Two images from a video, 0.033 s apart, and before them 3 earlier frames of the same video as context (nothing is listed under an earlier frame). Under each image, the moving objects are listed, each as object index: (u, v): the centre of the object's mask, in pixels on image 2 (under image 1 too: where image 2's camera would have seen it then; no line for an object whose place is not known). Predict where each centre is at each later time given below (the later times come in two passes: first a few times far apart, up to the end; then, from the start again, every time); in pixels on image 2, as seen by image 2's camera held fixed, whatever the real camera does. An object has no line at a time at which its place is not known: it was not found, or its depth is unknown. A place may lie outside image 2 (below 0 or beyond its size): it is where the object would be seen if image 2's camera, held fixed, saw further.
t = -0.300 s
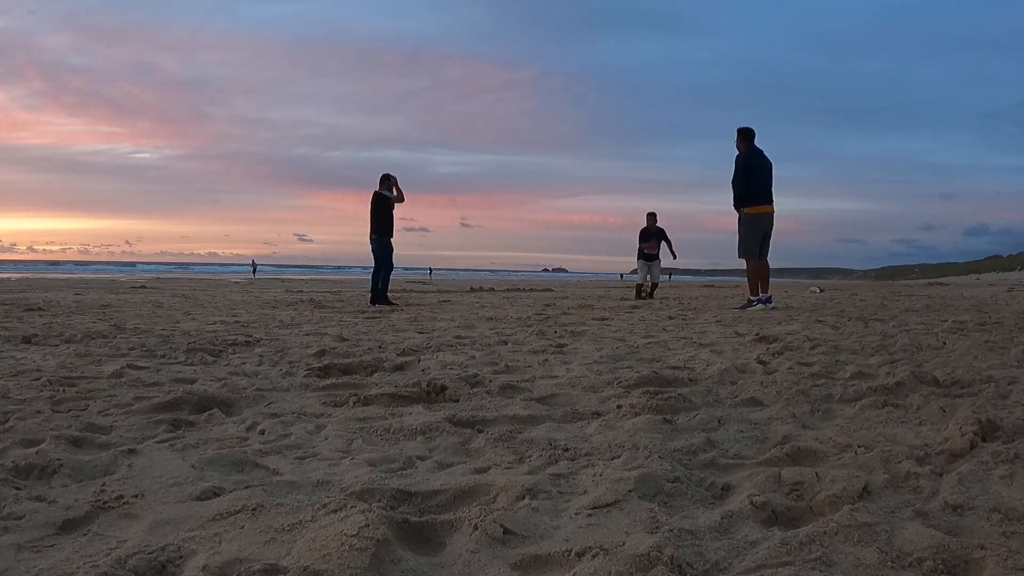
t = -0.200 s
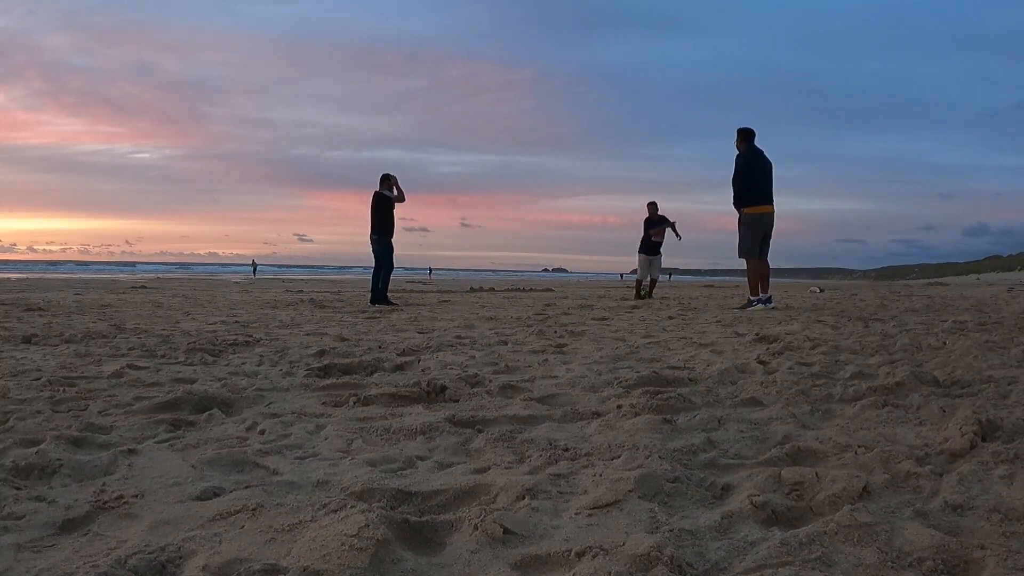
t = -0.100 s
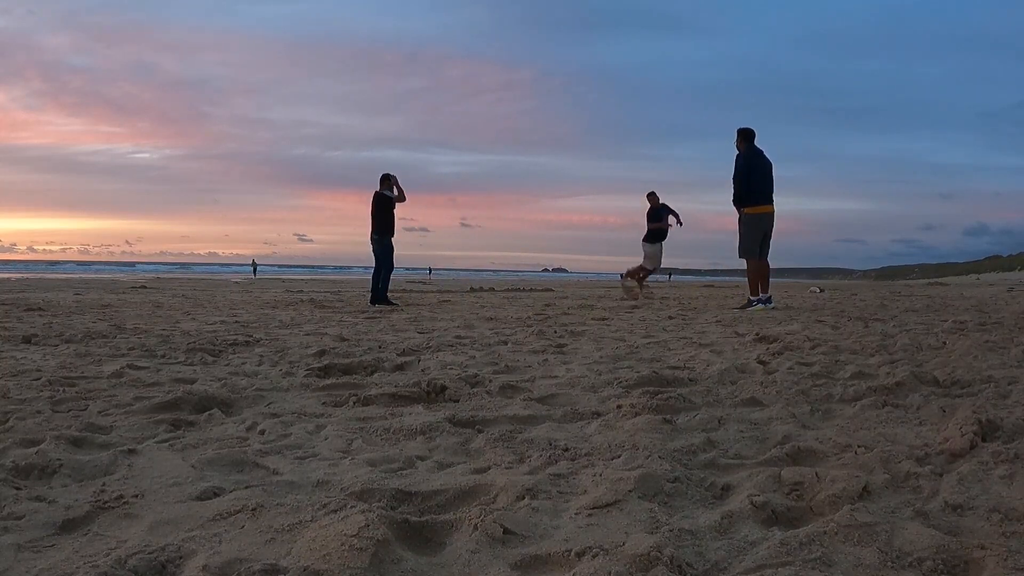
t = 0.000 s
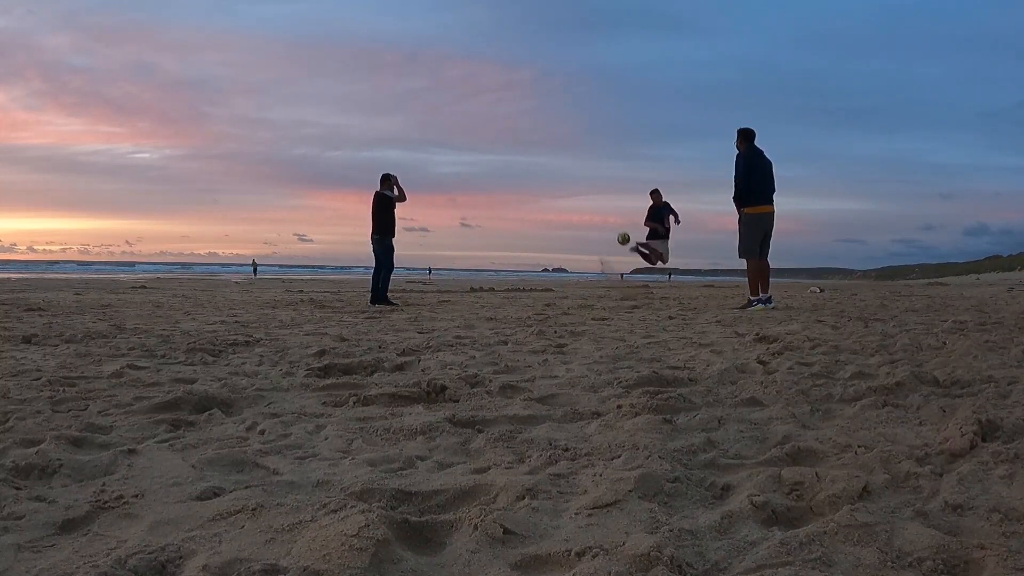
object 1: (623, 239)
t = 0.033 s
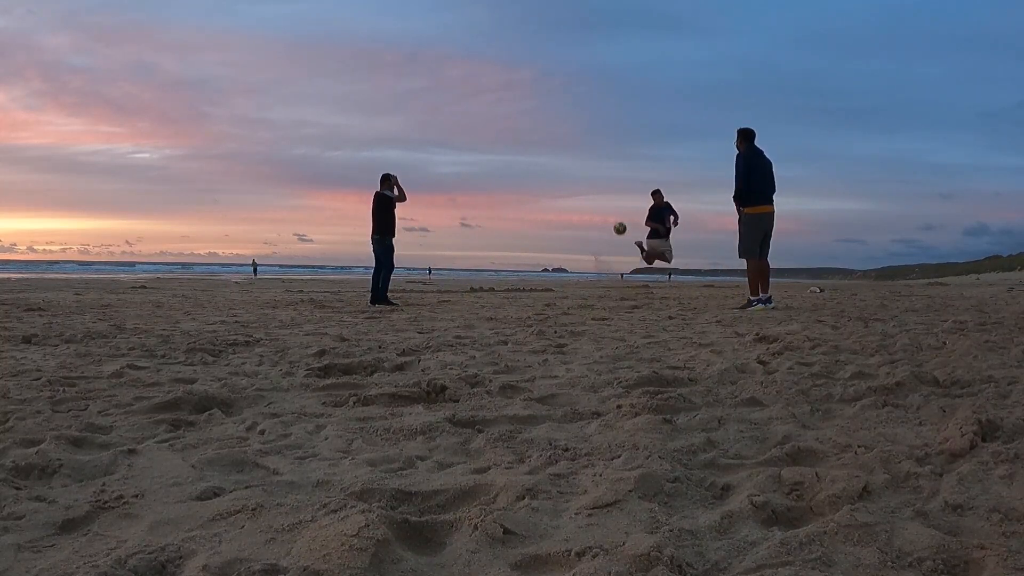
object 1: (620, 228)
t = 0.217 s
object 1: (599, 183)
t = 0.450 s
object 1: (571, 152)
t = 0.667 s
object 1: (545, 153)
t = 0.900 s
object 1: (515, 188)
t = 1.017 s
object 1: (499, 221)
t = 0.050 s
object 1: (618, 223)
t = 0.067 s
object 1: (616, 219)
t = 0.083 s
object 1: (614, 214)
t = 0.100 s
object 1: (612, 209)
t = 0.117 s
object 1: (610, 205)
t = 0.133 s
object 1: (608, 201)
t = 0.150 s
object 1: (607, 197)
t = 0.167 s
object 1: (605, 193)
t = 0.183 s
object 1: (603, 189)
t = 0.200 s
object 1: (601, 186)
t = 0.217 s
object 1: (599, 183)
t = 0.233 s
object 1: (597, 179)
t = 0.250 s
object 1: (595, 176)
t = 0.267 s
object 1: (593, 173)
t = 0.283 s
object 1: (591, 170)
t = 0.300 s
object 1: (589, 168)
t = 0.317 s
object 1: (587, 165)
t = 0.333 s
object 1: (585, 163)
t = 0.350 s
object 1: (583, 161)
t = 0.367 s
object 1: (581, 159)
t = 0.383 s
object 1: (579, 157)
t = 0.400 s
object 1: (577, 156)
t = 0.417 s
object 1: (575, 154)
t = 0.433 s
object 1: (573, 153)
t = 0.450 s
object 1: (571, 152)
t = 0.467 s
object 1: (569, 151)
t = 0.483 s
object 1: (567, 150)
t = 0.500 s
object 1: (565, 150)
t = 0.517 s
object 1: (563, 149)
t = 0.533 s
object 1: (561, 149)
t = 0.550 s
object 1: (559, 149)
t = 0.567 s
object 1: (557, 149)
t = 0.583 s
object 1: (555, 149)
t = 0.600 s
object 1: (553, 150)
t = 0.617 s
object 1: (551, 150)
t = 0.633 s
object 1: (549, 151)
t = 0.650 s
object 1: (547, 152)
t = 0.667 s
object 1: (545, 153)
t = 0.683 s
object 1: (543, 154)
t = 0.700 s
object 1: (540, 156)
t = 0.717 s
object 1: (538, 157)
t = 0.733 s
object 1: (536, 159)
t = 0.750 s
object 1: (534, 161)
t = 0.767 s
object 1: (532, 163)
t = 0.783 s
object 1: (530, 166)
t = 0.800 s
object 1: (528, 168)
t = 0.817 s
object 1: (525, 171)
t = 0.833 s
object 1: (523, 174)
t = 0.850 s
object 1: (521, 177)
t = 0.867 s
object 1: (519, 181)
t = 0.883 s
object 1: (517, 184)
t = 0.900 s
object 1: (515, 188)
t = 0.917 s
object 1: (513, 192)
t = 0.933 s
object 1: (510, 197)
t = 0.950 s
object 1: (508, 201)
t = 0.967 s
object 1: (506, 206)
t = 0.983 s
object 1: (503, 211)
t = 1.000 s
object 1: (501, 216)
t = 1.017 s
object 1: (499, 221)
